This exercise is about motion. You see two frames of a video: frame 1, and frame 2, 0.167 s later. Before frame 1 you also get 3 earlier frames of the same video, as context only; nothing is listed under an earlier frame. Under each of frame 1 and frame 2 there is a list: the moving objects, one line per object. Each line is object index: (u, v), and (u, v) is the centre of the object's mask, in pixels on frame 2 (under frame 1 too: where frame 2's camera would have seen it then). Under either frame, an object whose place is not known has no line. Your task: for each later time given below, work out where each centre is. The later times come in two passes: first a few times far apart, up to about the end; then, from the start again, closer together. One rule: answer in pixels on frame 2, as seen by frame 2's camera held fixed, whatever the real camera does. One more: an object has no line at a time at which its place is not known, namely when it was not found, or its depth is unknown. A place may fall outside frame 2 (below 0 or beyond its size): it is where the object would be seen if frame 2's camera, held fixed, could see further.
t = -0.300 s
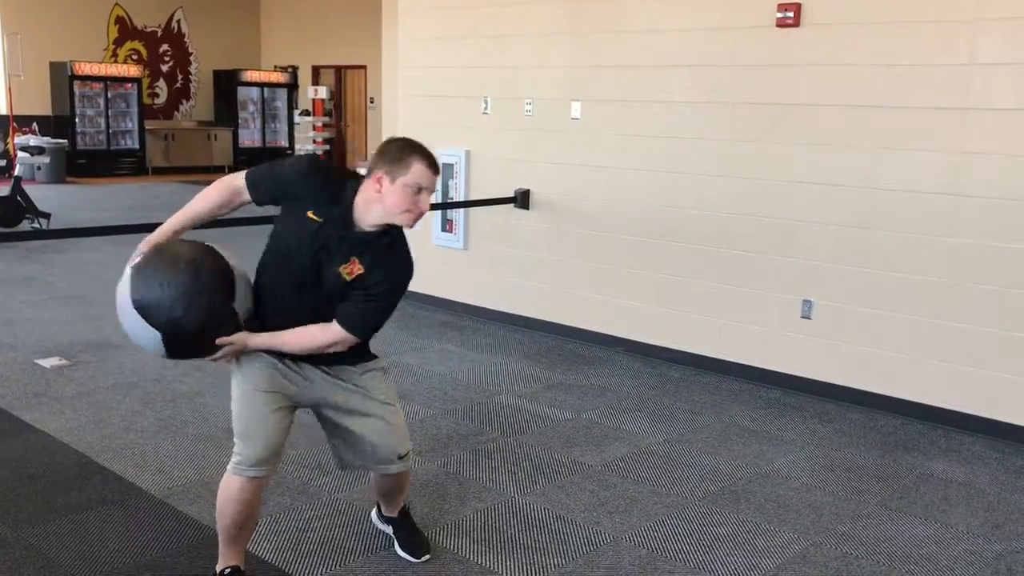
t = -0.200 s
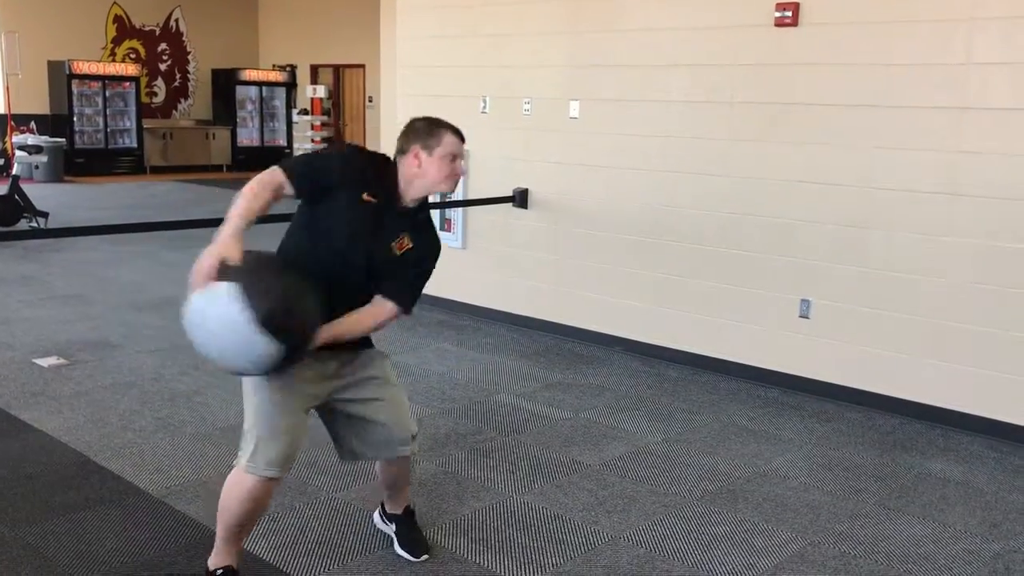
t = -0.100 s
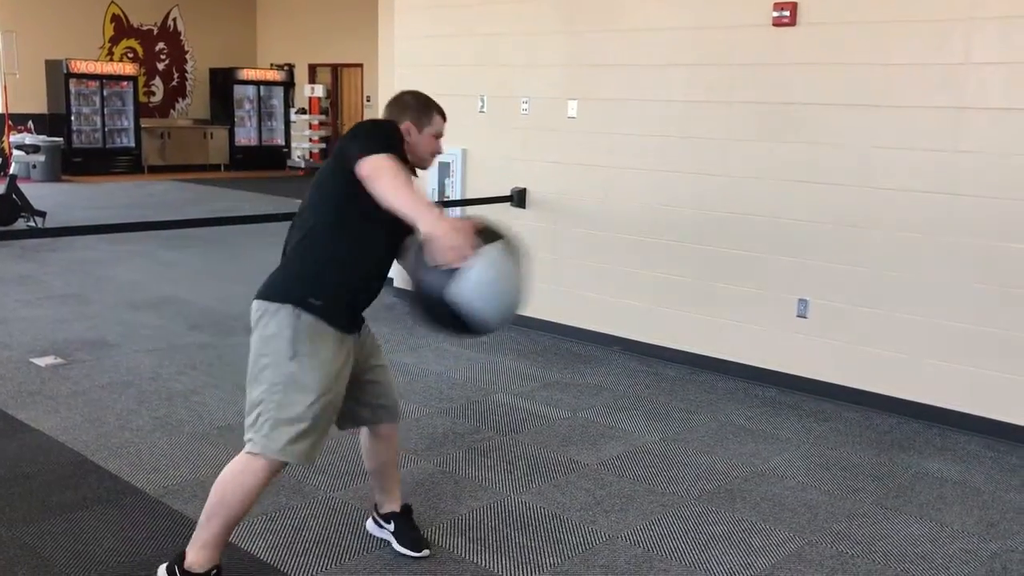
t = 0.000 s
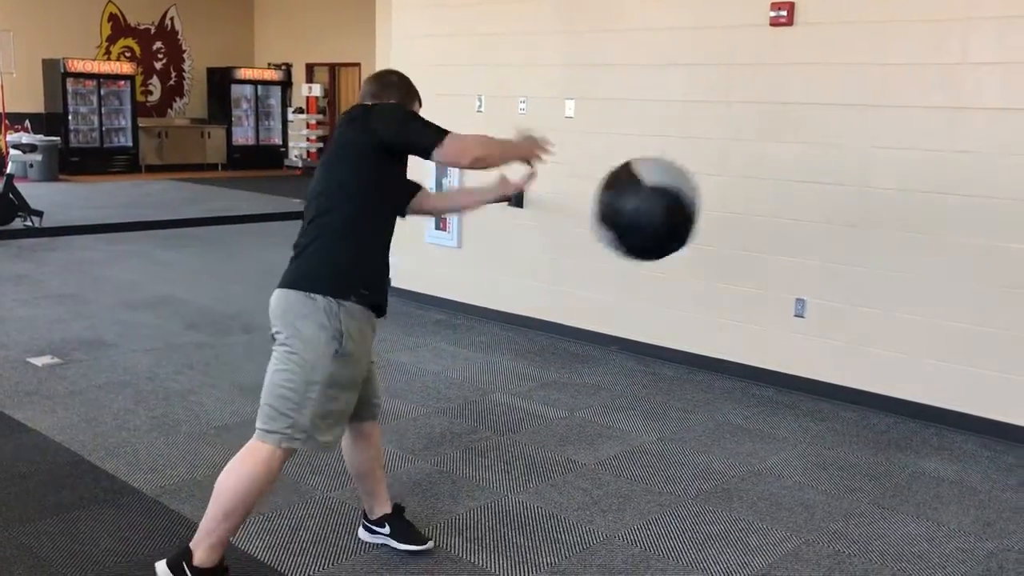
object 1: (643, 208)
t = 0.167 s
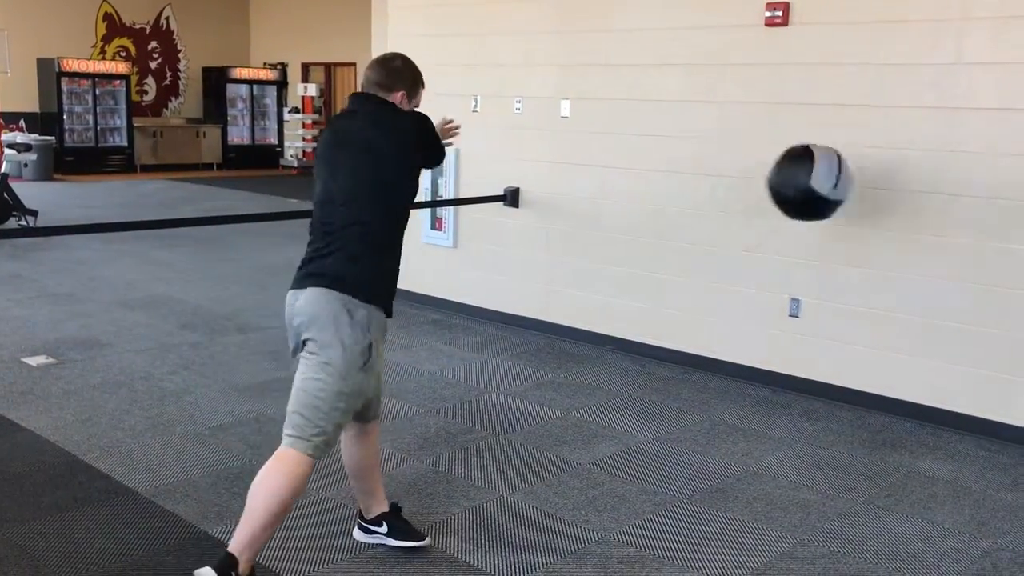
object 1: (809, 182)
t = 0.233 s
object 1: (847, 191)
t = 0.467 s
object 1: (723, 279)
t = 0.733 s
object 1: (570, 447)
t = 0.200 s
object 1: (832, 186)
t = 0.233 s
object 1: (847, 191)
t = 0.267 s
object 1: (831, 196)
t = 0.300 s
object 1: (815, 203)
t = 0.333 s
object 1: (799, 212)
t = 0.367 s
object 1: (781, 224)
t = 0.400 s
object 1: (763, 239)
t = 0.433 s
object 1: (743, 257)
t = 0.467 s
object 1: (723, 279)
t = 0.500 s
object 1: (702, 303)
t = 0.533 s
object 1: (679, 332)
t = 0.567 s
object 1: (656, 365)
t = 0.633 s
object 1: (607, 443)
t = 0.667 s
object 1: (588, 469)
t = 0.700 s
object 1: (578, 456)
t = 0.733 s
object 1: (570, 447)
